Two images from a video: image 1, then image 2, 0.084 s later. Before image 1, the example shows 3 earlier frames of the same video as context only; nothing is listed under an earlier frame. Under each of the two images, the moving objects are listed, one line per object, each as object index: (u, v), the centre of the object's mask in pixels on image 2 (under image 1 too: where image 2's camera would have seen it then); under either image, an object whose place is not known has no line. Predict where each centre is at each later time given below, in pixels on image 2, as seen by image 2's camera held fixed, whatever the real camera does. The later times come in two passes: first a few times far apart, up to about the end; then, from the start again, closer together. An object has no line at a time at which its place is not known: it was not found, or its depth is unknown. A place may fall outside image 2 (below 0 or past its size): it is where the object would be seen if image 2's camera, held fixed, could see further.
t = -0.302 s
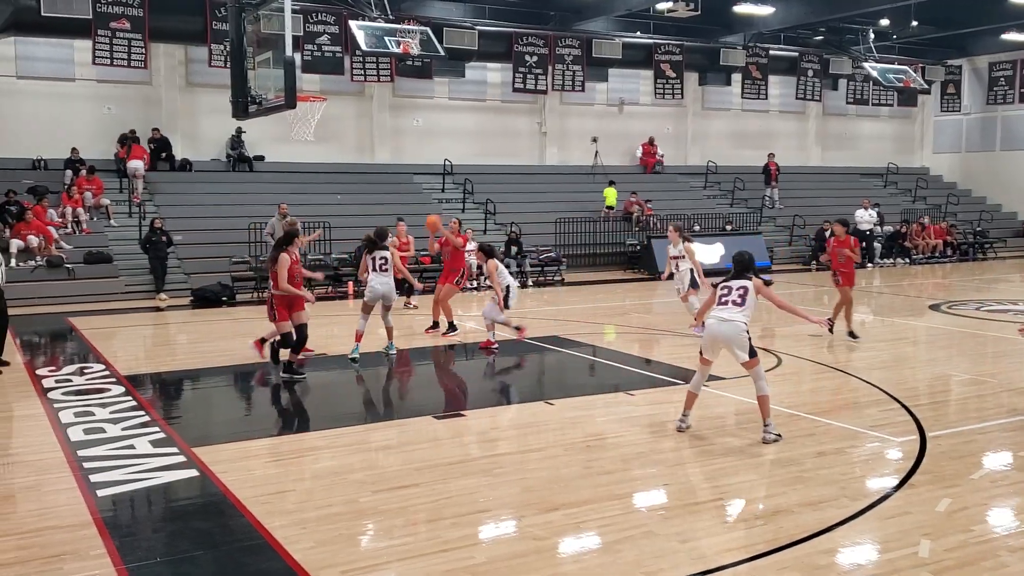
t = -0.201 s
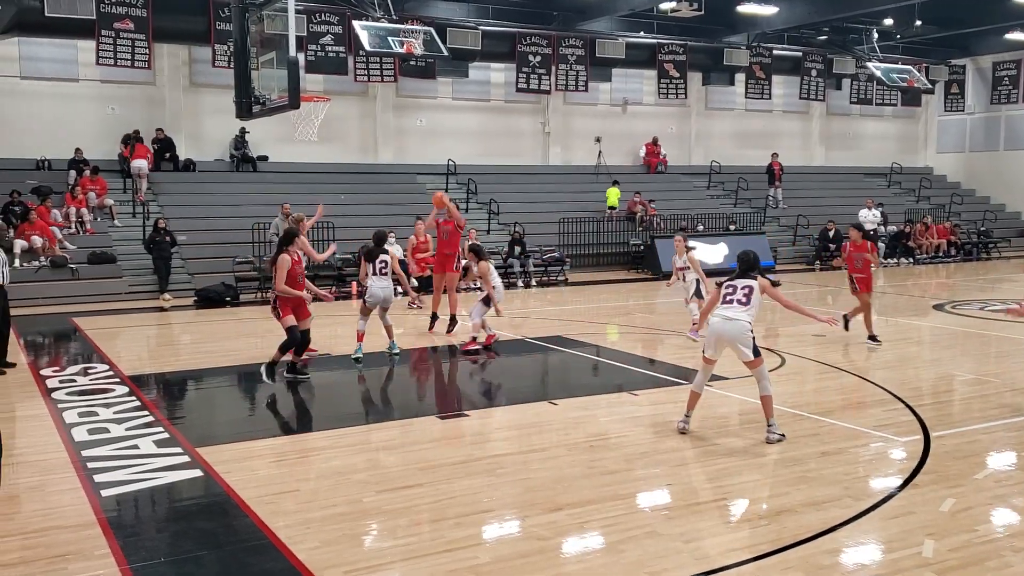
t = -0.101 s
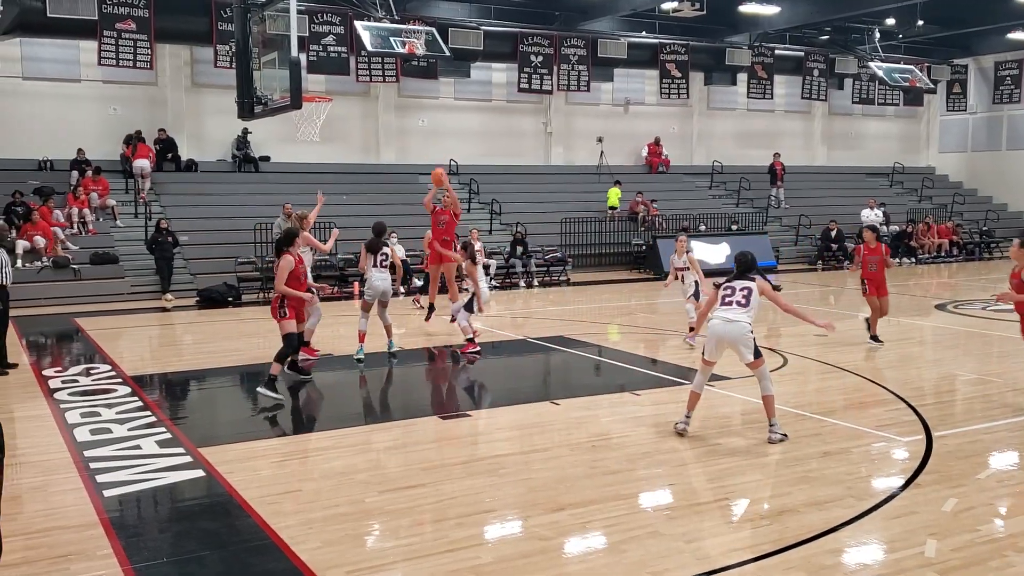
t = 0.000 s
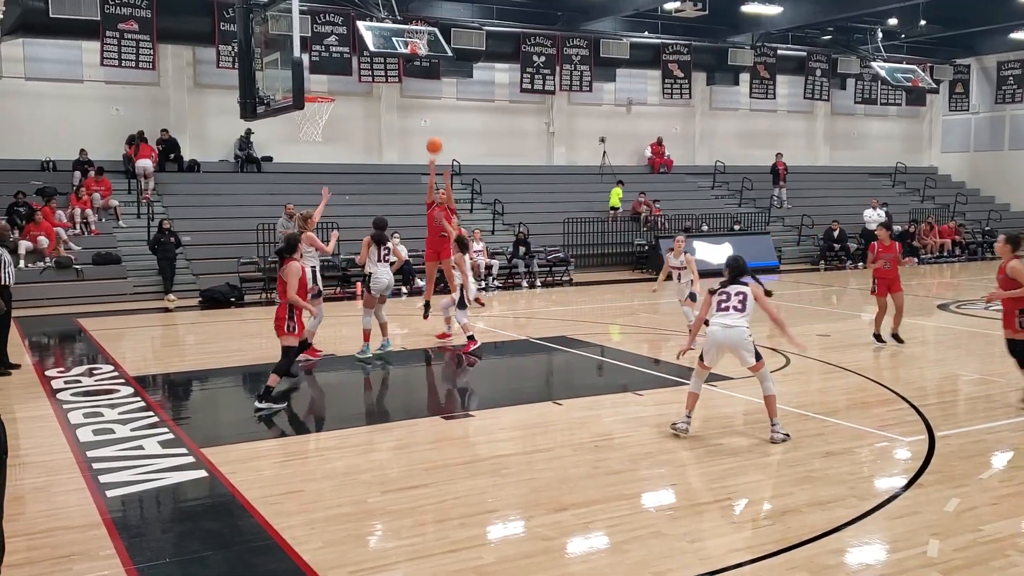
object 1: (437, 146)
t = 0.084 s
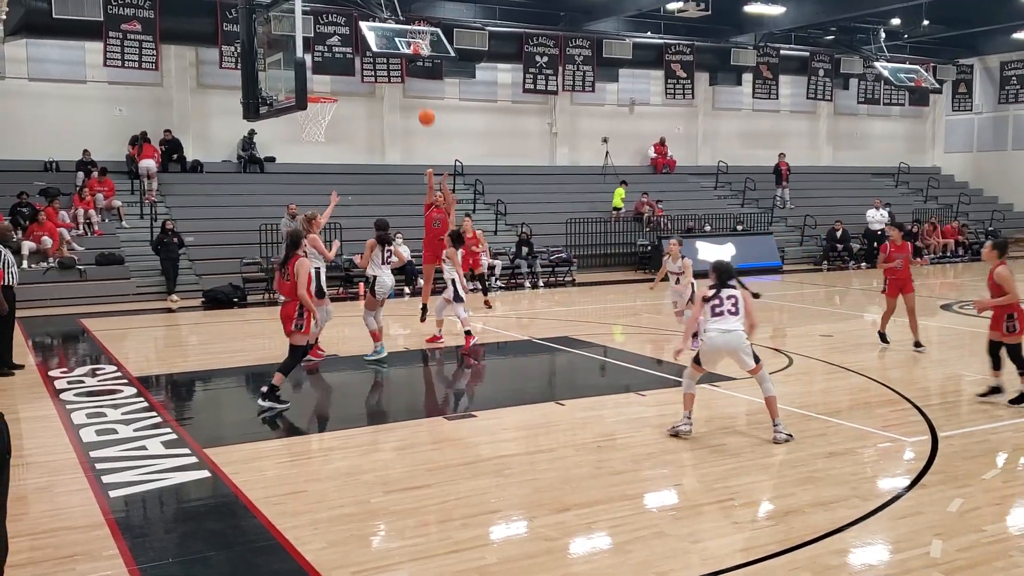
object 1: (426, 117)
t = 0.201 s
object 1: (412, 82)
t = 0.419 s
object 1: (384, 42)
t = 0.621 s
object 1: (352, 37)
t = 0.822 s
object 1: (320, 67)
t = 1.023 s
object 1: (333, 114)
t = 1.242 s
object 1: (324, 123)
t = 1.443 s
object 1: (310, 167)
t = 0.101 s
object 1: (424, 112)
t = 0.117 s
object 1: (422, 106)
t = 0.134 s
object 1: (420, 101)
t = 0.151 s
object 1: (418, 96)
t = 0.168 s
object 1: (416, 92)
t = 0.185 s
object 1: (414, 87)
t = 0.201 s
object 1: (412, 82)
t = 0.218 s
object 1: (410, 78)
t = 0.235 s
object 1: (408, 74)
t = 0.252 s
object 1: (406, 71)
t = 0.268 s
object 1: (404, 67)
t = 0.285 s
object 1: (402, 63)
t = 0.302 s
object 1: (399, 61)
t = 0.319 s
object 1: (397, 58)
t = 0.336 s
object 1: (394, 55)
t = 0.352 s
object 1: (393, 52)
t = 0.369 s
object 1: (390, 49)
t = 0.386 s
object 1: (388, 47)
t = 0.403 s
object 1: (386, 44)
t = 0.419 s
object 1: (384, 42)
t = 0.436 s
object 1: (382, 41)
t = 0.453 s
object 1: (379, 39)
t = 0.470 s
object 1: (376, 38)
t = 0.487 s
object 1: (374, 37)
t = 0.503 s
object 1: (371, 36)
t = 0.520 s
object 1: (368, 36)
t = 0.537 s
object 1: (365, 35)
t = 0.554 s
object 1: (362, 35)
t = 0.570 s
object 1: (359, 35)
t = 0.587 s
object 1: (357, 36)
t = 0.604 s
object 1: (355, 36)
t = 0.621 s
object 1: (352, 37)
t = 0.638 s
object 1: (350, 37)
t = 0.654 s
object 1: (347, 39)
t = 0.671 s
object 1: (345, 40)
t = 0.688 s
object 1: (342, 42)
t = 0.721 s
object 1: (336, 47)
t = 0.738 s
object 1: (334, 50)
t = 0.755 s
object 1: (331, 53)
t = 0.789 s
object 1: (325, 60)
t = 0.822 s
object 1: (320, 67)
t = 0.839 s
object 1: (317, 72)
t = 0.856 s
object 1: (315, 76)
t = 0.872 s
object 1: (313, 81)
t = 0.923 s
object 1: (311, 97)
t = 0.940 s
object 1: (314, 101)
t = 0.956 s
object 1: (318, 106)
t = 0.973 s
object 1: (324, 108)
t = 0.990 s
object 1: (328, 111)
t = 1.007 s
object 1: (331, 113)
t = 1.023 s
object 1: (333, 114)
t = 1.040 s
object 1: (333, 114)
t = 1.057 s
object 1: (334, 114)
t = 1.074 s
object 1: (334, 114)
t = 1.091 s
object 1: (333, 114)
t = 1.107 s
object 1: (333, 114)
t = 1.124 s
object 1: (332, 114)
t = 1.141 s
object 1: (331, 114)
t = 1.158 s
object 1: (330, 115)
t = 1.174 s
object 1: (329, 117)
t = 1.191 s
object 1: (327, 119)
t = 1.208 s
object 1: (326, 119)
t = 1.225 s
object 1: (325, 121)
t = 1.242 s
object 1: (324, 123)
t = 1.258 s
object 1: (323, 126)
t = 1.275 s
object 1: (322, 128)
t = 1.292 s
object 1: (321, 130)
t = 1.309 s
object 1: (320, 133)
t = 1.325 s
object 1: (318, 136)
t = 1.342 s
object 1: (317, 141)
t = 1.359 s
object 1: (316, 144)
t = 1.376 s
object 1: (315, 148)
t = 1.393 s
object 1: (314, 152)
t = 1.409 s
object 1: (313, 157)
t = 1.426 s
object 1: (311, 162)
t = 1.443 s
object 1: (310, 167)
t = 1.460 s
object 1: (309, 172)
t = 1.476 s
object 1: (309, 177)
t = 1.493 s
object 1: (307, 183)
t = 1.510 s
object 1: (306, 189)
